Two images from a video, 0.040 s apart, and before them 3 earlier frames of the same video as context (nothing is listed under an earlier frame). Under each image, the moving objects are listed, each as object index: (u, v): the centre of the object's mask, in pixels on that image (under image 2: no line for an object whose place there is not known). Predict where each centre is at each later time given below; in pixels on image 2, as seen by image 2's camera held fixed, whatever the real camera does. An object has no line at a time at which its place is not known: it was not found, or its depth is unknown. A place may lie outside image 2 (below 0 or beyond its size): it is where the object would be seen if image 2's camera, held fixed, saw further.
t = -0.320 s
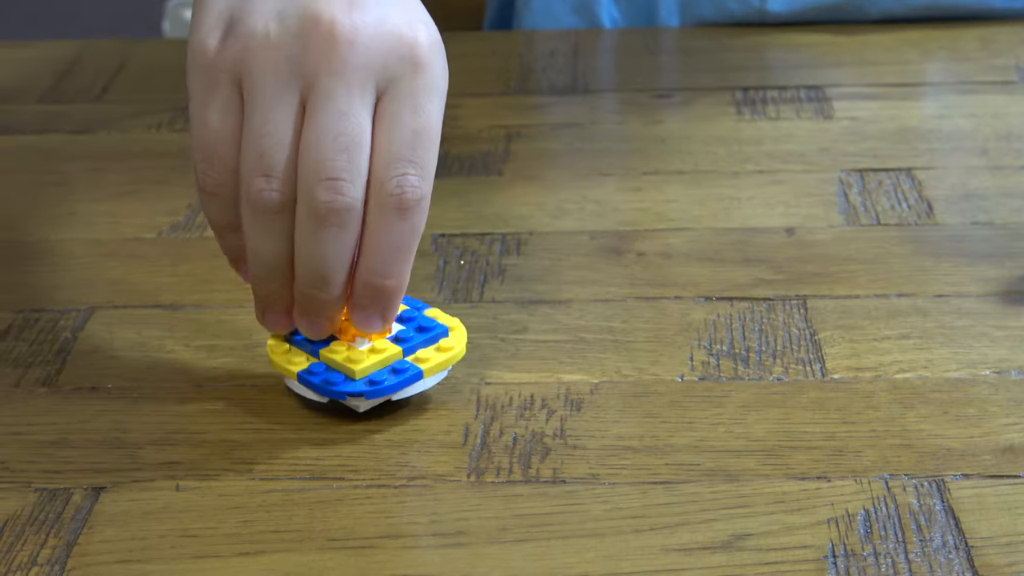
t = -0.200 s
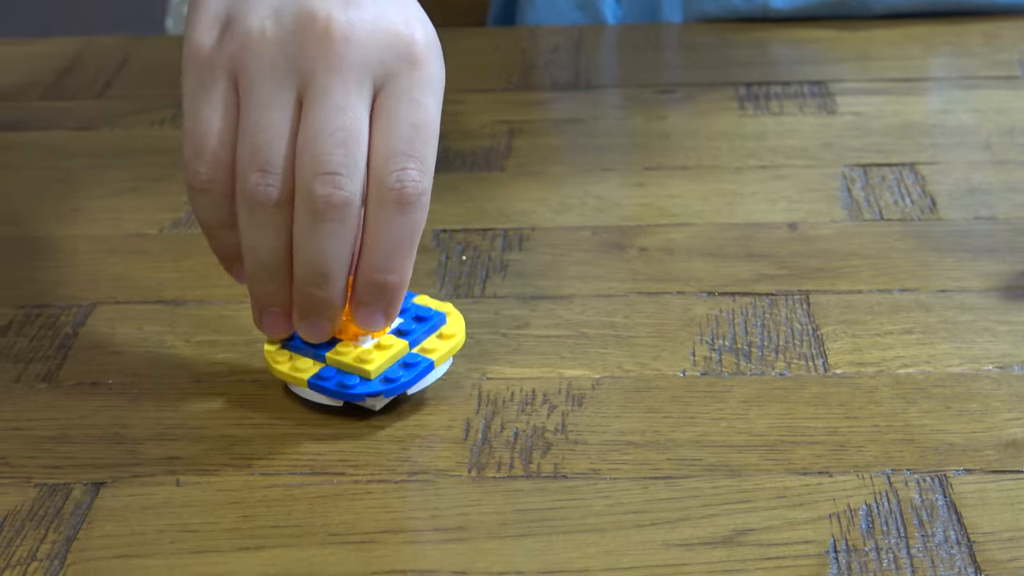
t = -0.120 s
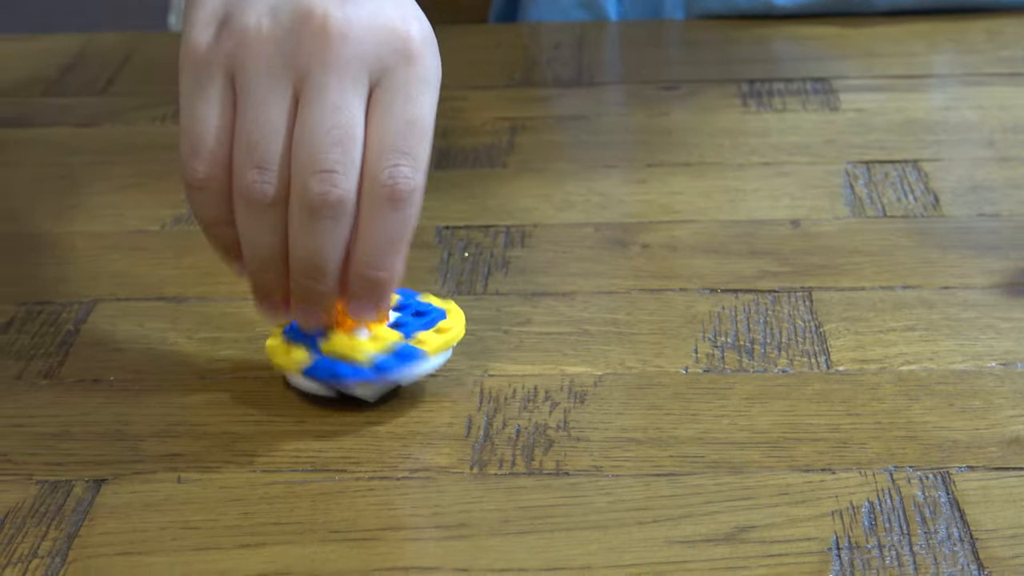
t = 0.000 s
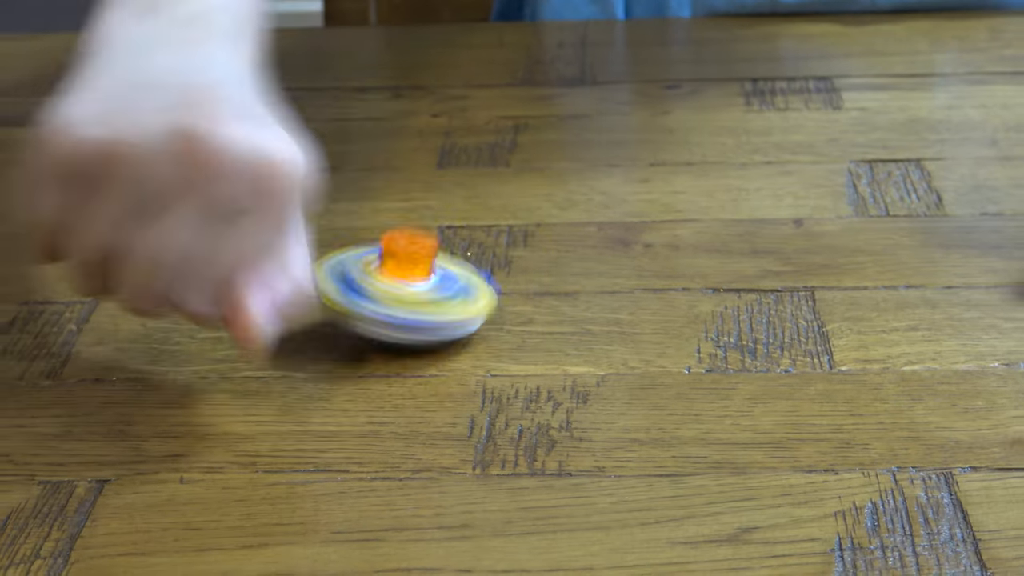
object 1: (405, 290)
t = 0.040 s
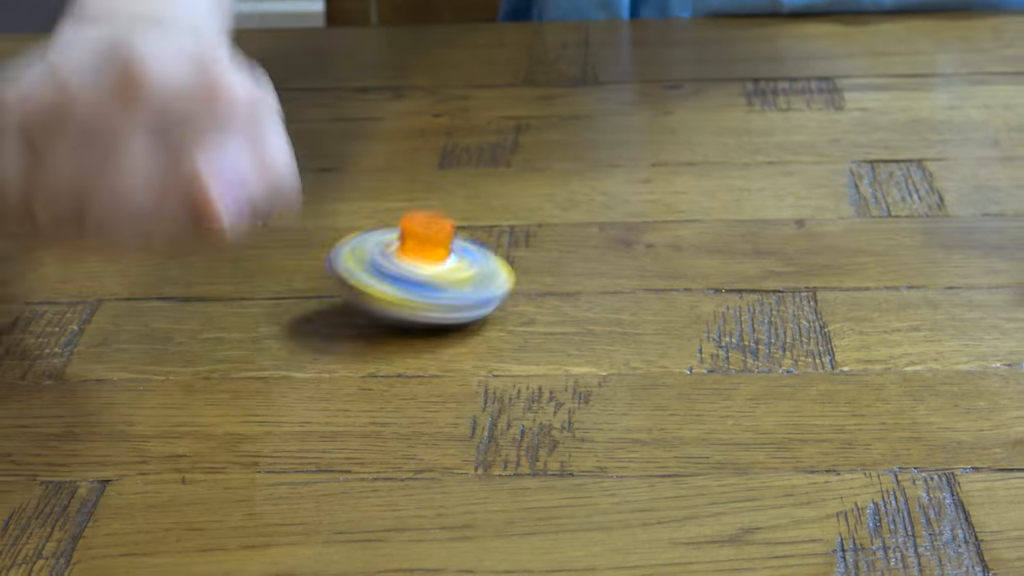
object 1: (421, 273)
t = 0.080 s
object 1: (435, 254)
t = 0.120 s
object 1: (444, 238)
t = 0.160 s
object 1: (455, 221)
